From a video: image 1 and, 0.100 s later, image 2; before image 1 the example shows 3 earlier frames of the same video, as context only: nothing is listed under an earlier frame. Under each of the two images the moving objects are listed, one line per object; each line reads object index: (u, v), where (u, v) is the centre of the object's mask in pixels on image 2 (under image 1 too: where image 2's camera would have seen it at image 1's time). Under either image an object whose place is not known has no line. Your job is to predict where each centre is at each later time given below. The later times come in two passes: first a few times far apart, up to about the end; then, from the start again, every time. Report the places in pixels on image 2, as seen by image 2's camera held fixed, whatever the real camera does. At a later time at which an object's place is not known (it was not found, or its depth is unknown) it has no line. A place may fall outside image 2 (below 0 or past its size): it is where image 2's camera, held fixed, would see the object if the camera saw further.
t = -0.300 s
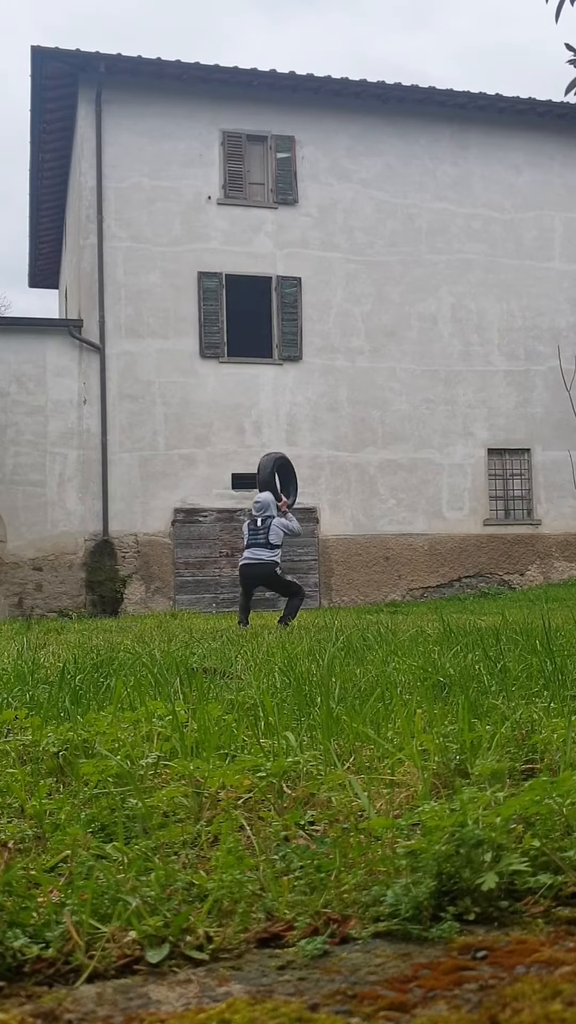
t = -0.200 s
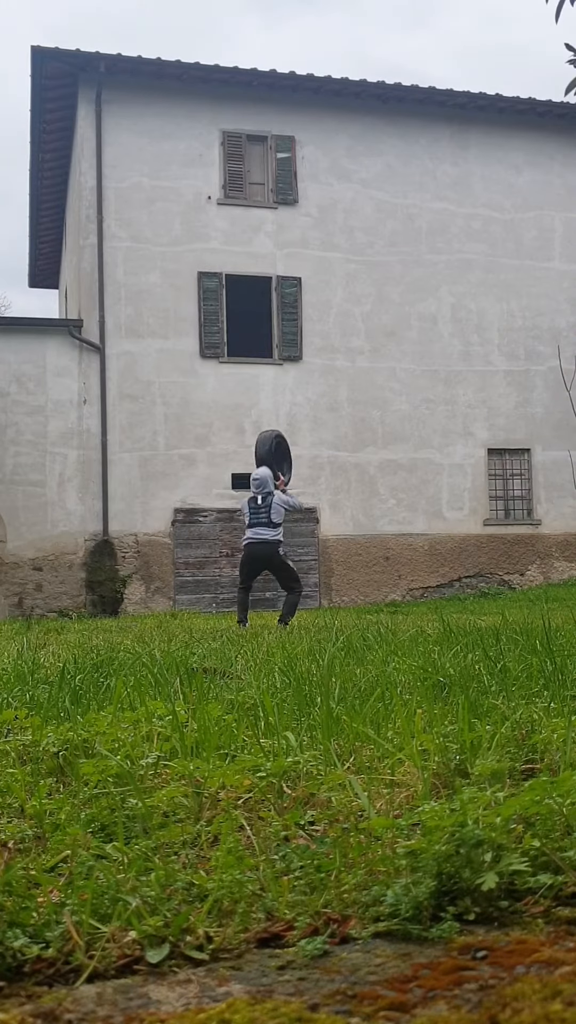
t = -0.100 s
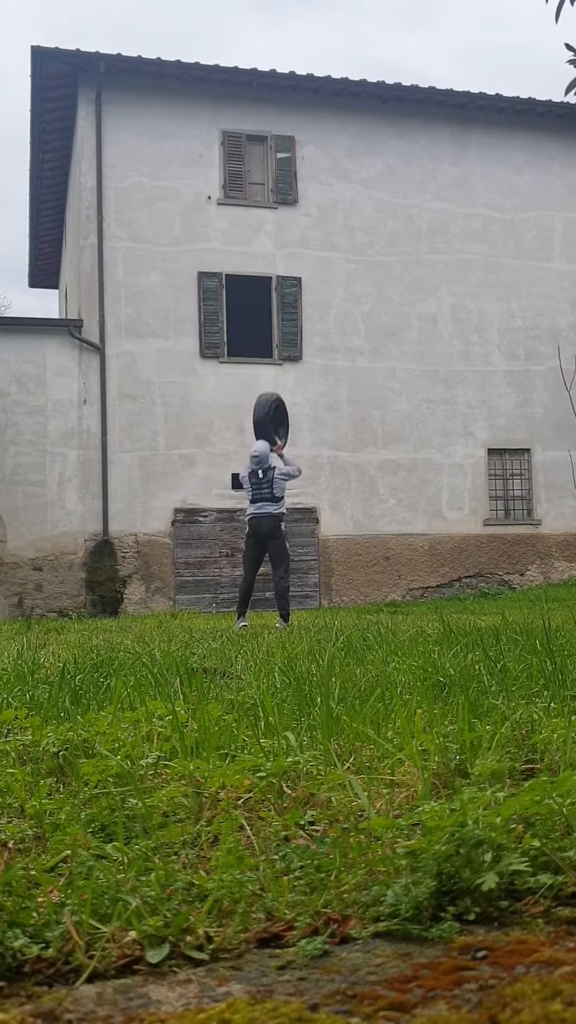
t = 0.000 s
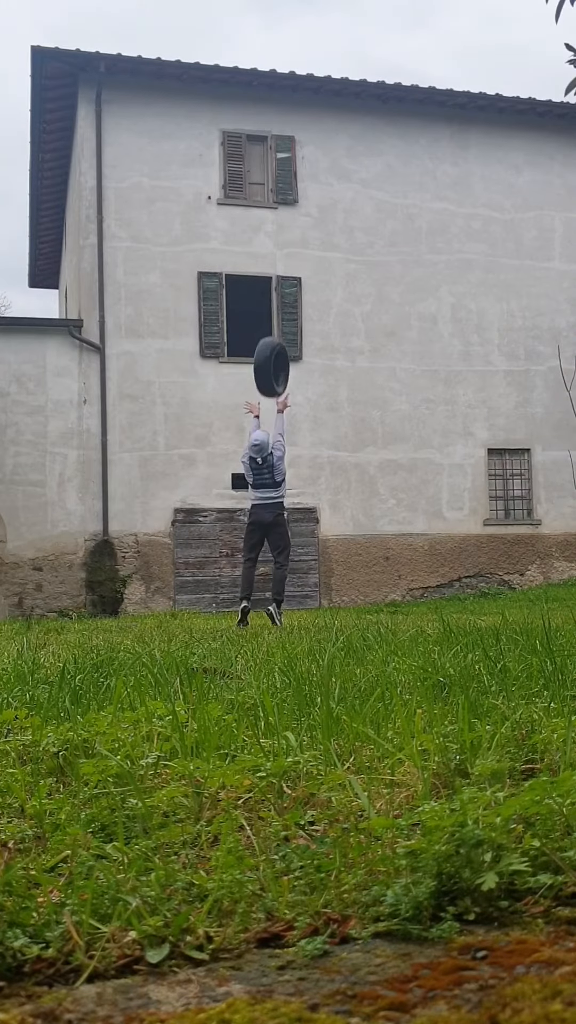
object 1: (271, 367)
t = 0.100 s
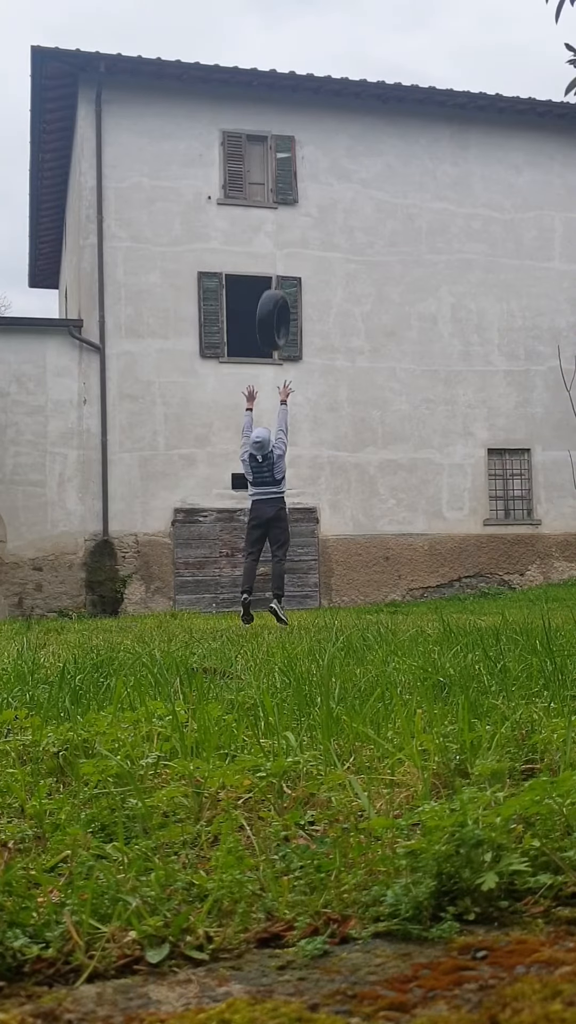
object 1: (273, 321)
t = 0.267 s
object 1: (277, 265)
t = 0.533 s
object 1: (285, 238)
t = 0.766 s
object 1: (293, 269)
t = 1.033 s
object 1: (304, 368)
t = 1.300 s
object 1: (317, 530)
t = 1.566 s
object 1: (341, 582)
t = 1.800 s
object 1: (375, 560)
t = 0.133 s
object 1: (274, 307)
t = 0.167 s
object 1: (274, 295)
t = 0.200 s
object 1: (275, 284)
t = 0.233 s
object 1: (276, 274)
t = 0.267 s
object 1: (277, 265)
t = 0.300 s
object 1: (278, 258)
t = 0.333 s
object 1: (279, 252)
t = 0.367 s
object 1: (280, 247)
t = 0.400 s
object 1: (281, 243)
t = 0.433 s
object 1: (282, 240)
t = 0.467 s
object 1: (283, 238)
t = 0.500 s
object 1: (284, 238)
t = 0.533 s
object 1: (285, 238)
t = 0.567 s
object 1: (286, 239)
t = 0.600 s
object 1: (287, 241)
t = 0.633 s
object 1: (288, 245)
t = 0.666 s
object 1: (290, 249)
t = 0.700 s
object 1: (291, 254)
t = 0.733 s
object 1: (292, 261)
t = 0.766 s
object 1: (293, 269)
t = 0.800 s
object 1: (294, 277)
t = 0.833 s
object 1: (296, 287)
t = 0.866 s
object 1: (297, 298)
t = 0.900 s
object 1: (298, 310)
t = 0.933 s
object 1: (300, 323)
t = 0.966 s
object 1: (301, 337)
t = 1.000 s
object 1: (303, 352)
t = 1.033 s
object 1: (304, 368)
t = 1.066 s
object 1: (305, 384)
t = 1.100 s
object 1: (307, 402)
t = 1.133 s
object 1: (308, 421)
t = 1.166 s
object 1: (310, 440)
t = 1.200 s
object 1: (311, 461)
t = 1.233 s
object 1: (313, 483)
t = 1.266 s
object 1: (314, 506)
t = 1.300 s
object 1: (317, 530)
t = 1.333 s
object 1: (318, 555)
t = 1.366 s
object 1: (320, 581)
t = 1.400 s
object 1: (322, 603)
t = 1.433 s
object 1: (325, 608)
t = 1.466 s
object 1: (328, 603)
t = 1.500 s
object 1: (332, 597)
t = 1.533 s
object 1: (337, 589)
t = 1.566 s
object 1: (341, 582)
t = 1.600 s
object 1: (346, 576)
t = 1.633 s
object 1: (351, 570)
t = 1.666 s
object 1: (356, 566)
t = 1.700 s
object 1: (360, 563)
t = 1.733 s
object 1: (365, 561)
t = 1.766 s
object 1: (370, 560)
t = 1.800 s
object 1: (375, 560)
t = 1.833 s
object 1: (381, 561)
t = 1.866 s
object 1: (385, 563)
